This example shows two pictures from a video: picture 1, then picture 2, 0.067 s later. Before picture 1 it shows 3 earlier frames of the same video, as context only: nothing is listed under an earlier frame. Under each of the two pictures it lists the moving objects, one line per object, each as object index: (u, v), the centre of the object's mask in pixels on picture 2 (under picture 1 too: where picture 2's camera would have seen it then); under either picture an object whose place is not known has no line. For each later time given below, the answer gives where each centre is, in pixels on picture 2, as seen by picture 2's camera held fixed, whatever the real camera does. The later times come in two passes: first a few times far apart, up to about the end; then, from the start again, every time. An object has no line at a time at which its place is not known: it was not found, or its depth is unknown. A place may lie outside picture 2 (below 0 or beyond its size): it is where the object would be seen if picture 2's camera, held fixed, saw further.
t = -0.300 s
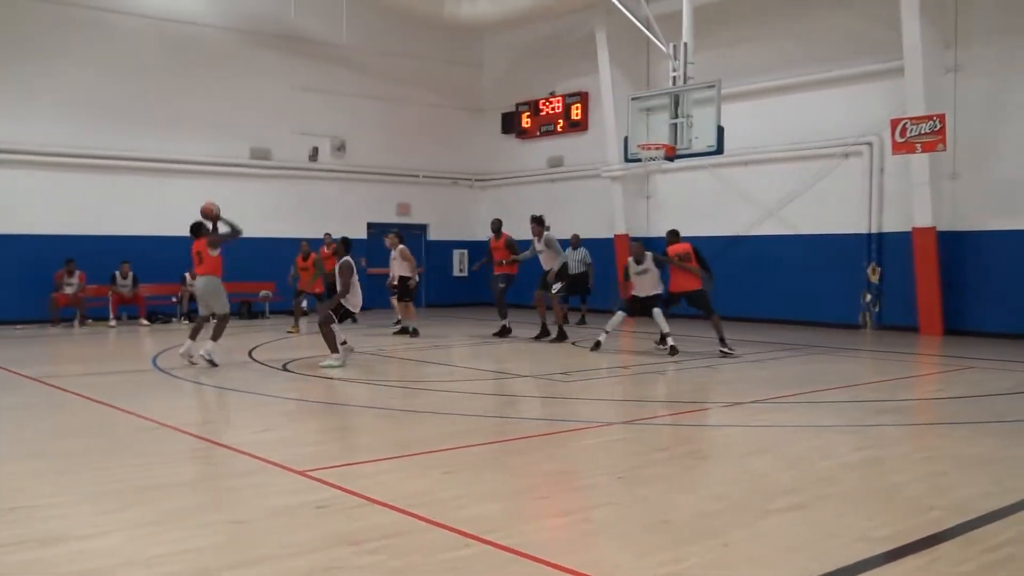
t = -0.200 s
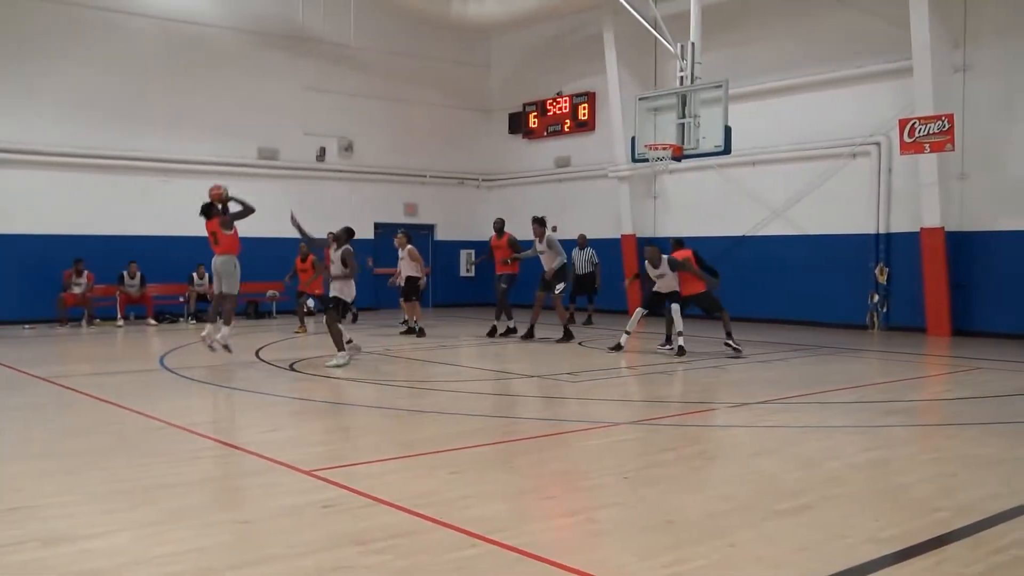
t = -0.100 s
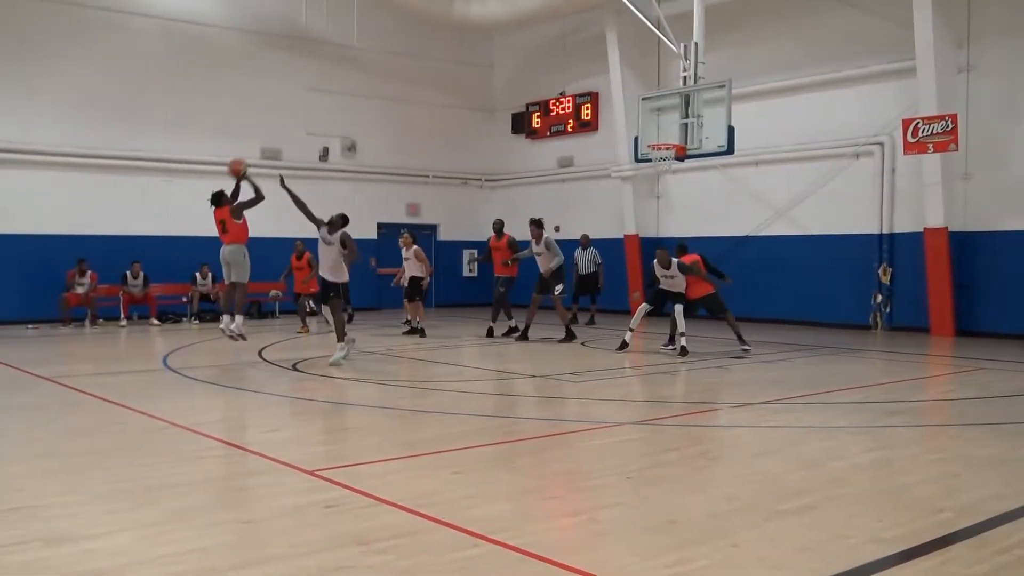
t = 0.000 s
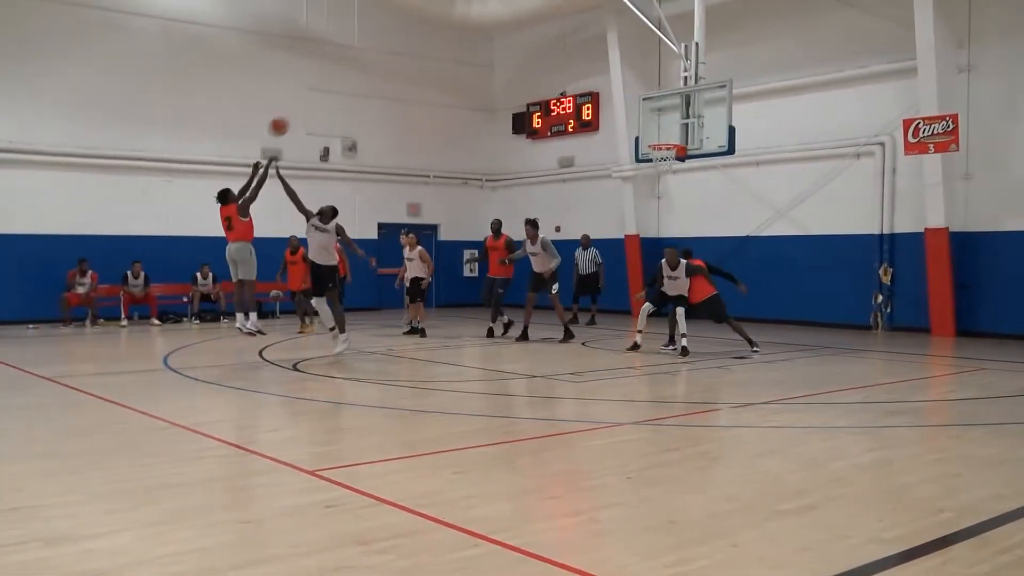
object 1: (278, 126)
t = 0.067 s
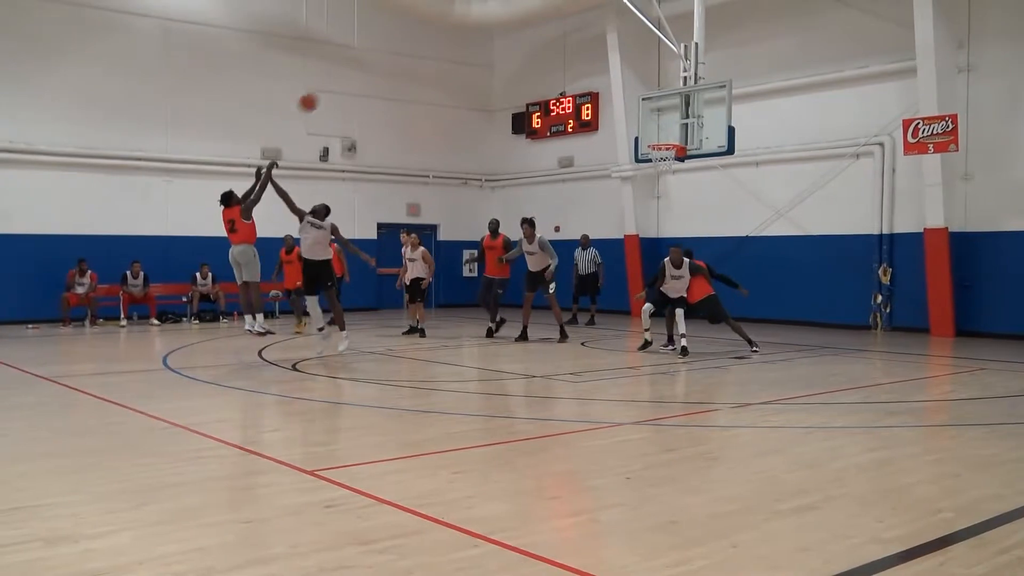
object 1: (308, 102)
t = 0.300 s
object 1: (408, 47)
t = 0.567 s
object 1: (510, 39)
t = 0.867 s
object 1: (612, 87)
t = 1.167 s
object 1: (693, 154)
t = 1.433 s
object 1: (755, 224)
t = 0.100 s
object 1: (323, 92)
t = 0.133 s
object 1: (337, 82)
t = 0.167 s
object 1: (352, 74)
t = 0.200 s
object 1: (366, 66)
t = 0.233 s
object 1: (380, 59)
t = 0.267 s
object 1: (394, 53)
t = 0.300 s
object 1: (408, 47)
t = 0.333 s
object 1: (421, 44)
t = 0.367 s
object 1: (435, 41)
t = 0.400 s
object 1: (447, 38)
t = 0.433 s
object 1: (460, 37)
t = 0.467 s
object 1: (473, 37)
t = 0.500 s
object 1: (485, 36)
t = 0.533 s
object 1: (497, 38)
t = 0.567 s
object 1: (510, 39)
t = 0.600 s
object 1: (521, 42)
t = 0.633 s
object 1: (533, 45)
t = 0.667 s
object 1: (545, 49)
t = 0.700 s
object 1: (556, 52)
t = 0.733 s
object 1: (568, 58)
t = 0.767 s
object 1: (579, 64)
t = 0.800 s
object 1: (590, 73)
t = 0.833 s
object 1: (601, 79)
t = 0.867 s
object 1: (612, 87)
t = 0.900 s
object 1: (622, 96)
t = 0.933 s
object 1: (632, 105)
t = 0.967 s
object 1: (642, 115)
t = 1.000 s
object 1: (652, 125)
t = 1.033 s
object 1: (662, 135)
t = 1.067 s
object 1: (671, 143)
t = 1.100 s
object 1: (678, 147)
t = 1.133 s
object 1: (685, 149)
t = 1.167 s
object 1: (693, 154)
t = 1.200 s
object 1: (700, 160)
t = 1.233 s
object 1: (707, 167)
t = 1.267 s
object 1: (715, 174)
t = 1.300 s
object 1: (723, 182)
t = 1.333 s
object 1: (731, 191)
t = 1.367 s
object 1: (739, 201)
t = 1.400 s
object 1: (747, 212)
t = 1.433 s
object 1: (755, 224)
